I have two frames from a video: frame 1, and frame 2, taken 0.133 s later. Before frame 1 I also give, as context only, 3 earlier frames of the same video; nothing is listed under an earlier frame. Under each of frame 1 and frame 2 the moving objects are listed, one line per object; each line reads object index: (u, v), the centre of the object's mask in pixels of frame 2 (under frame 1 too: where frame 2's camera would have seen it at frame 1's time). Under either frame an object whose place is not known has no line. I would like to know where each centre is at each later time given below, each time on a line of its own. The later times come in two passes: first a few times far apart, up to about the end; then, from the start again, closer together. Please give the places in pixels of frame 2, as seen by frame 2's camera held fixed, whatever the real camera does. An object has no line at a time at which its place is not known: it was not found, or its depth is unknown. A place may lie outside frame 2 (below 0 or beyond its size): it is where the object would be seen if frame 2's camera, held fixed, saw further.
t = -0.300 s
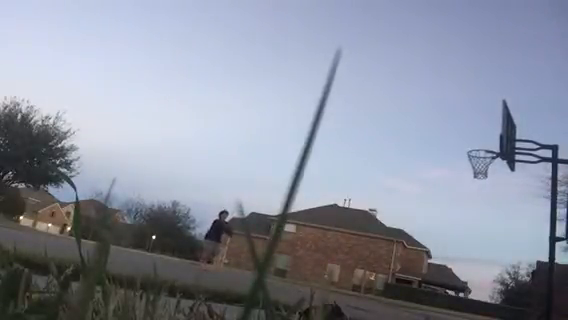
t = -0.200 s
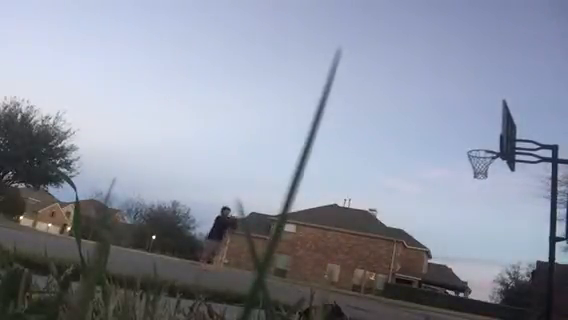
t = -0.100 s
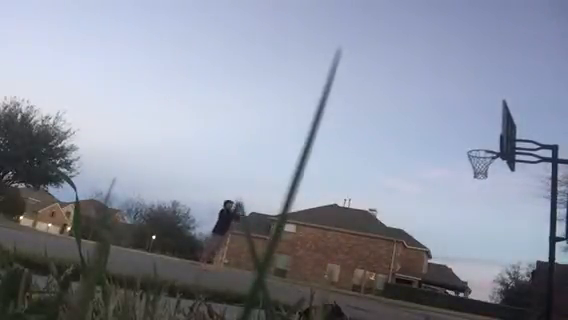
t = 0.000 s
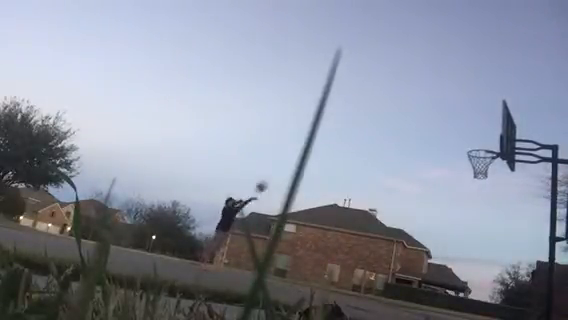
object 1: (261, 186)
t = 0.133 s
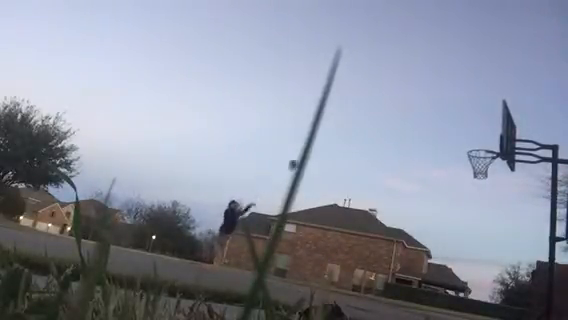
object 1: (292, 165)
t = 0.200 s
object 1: (311, 155)
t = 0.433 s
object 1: (370, 138)
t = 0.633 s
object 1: (428, 140)
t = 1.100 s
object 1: (449, 183)
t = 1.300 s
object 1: (435, 219)
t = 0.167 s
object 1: (299, 159)
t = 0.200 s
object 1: (311, 155)
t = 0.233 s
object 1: (319, 151)
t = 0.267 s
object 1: (327, 148)
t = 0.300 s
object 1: (335, 145)
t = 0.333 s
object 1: (344, 142)
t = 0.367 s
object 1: (353, 140)
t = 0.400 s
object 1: (362, 139)
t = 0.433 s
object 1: (370, 138)
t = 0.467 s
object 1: (380, 137)
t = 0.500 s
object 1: (389, 137)
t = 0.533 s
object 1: (398, 137)
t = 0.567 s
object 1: (408, 137)
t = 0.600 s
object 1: (418, 138)
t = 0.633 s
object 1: (428, 140)
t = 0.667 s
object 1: (438, 142)
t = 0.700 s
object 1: (448, 146)
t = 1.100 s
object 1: (449, 183)
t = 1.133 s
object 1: (447, 188)
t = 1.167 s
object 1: (445, 194)
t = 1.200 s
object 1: (442, 200)
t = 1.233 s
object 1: (440, 206)
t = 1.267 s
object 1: (438, 212)
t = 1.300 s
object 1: (435, 219)
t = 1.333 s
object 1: (433, 227)
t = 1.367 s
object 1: (431, 234)
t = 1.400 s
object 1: (429, 241)
